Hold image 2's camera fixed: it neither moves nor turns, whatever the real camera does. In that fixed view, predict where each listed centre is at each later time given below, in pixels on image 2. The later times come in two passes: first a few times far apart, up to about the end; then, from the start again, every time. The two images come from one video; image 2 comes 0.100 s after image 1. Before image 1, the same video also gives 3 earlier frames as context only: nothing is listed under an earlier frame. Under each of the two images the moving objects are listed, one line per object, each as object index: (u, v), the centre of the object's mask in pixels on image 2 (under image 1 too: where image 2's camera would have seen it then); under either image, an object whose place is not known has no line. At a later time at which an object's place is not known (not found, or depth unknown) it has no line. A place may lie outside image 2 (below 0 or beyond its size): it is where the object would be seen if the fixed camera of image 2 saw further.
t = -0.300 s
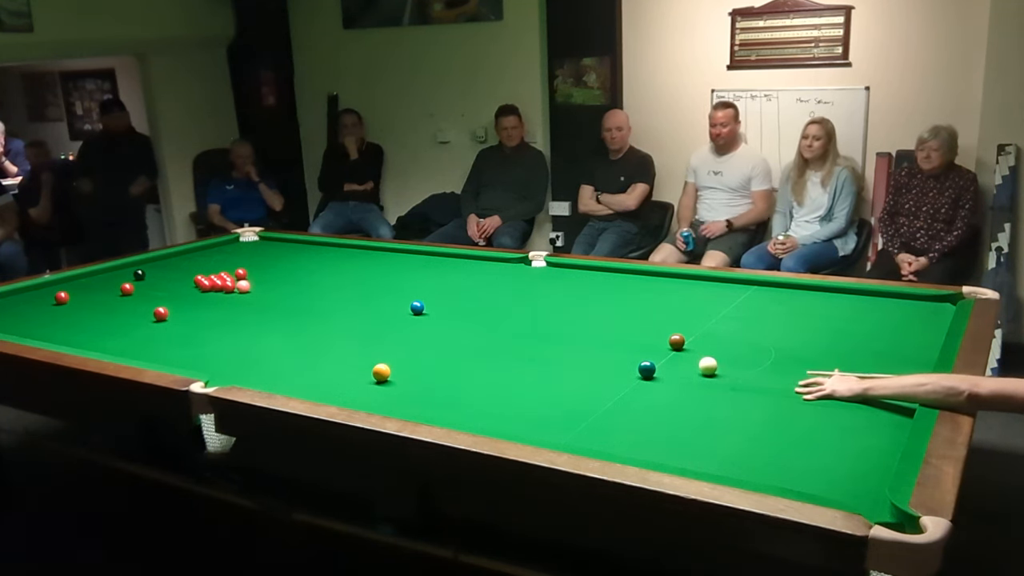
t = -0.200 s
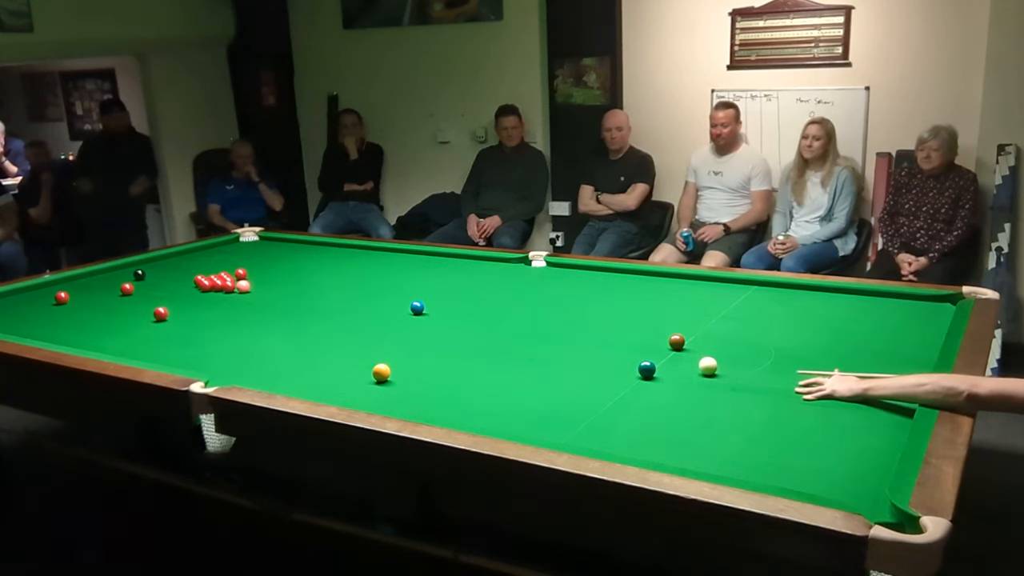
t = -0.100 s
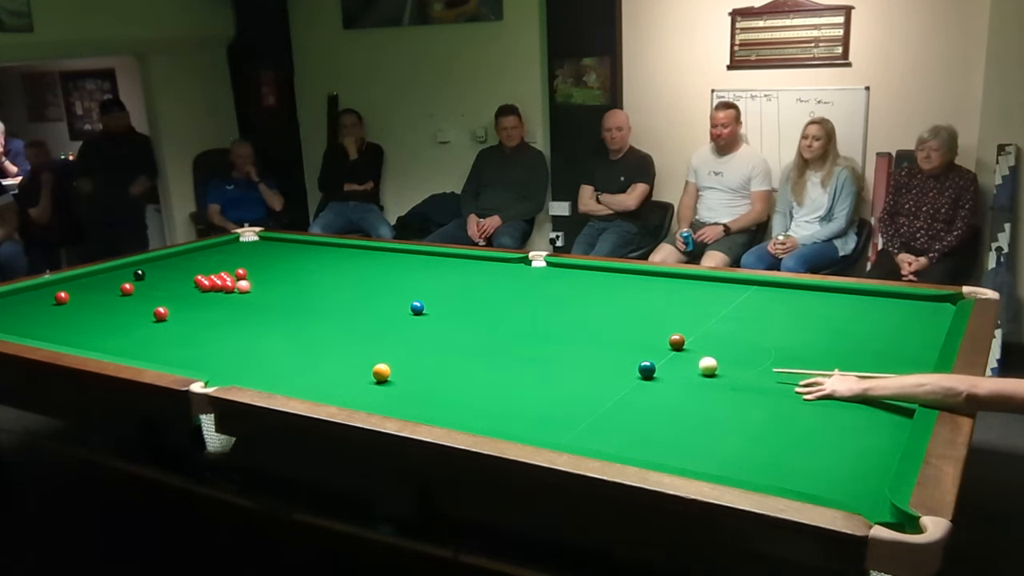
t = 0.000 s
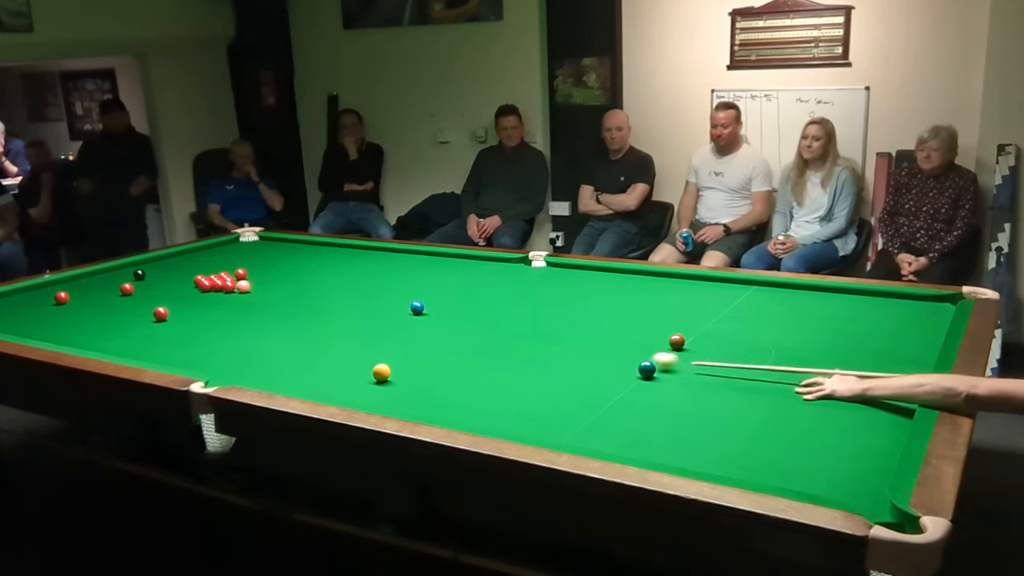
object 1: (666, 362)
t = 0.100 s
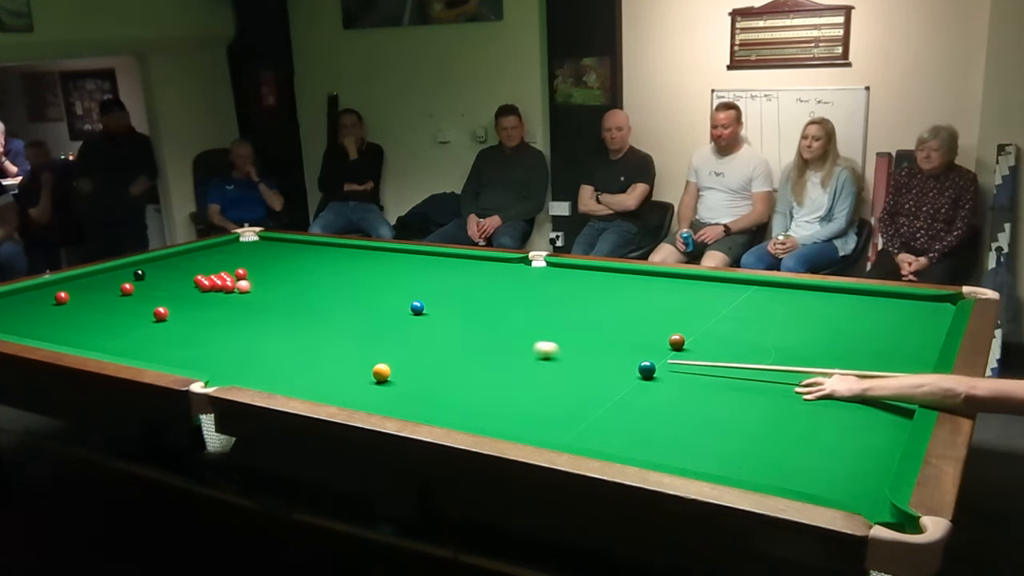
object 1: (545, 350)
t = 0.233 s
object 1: (412, 336)
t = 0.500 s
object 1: (206, 317)
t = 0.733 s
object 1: (181, 304)
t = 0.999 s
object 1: (168, 291)
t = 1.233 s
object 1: (149, 281)
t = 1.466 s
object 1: (136, 276)
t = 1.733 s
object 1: (125, 275)
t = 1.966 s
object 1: (116, 273)
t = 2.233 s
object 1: (107, 272)
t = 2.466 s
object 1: (100, 271)
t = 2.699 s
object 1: (101, 271)
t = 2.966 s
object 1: (105, 271)
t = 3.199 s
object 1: (108, 271)
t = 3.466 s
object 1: (110, 272)
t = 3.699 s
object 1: (111, 271)
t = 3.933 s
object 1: (111, 272)
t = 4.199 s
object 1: (111, 271)
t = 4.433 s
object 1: (111, 272)
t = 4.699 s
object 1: (111, 272)
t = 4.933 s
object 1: (111, 271)
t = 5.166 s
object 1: (111, 272)
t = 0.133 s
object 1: (510, 346)
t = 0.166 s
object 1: (475, 343)
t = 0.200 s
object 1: (443, 340)
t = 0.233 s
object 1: (412, 336)
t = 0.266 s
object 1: (382, 334)
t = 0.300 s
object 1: (353, 331)
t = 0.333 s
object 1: (326, 328)
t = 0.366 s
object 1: (300, 326)
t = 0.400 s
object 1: (275, 323)
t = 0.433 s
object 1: (251, 321)
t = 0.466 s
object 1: (228, 319)
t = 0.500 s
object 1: (206, 317)
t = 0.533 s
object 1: (185, 314)
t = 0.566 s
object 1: (175, 312)
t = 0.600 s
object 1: (177, 311)
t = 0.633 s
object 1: (179, 309)
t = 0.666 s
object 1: (181, 307)
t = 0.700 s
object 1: (181, 306)
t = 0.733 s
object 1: (181, 304)
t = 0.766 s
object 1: (181, 302)
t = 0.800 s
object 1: (181, 300)
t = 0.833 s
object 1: (180, 299)
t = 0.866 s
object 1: (178, 297)
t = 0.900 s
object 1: (176, 296)
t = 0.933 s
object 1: (174, 294)
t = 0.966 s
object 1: (171, 292)
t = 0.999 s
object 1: (168, 291)
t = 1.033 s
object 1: (165, 289)
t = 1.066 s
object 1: (162, 288)
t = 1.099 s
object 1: (159, 286)
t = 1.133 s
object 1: (157, 285)
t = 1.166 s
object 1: (154, 284)
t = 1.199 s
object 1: (152, 282)
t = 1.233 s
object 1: (149, 281)
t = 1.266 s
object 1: (147, 280)
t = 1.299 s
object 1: (144, 278)
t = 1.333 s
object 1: (142, 277)
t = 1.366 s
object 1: (140, 276)
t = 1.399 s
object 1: (139, 276)
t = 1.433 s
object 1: (137, 276)
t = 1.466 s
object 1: (136, 276)
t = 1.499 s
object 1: (135, 276)
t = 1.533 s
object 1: (133, 276)
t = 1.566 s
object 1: (132, 276)
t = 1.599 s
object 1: (130, 275)
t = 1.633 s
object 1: (129, 275)
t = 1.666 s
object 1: (128, 275)
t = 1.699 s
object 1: (126, 275)
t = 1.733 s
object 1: (125, 275)
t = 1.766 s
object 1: (123, 274)
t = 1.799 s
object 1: (122, 274)
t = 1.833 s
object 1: (120, 274)
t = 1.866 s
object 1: (119, 274)
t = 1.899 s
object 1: (118, 273)
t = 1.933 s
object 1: (117, 273)
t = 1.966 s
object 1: (116, 273)
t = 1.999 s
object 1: (114, 273)
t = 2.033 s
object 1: (113, 273)
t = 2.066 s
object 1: (112, 273)
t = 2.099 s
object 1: (111, 273)
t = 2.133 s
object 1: (110, 272)
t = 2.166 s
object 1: (109, 272)
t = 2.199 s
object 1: (108, 272)
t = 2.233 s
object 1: (107, 272)
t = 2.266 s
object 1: (106, 272)
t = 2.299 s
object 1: (105, 272)
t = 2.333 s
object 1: (104, 272)
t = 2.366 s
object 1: (102, 272)
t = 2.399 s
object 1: (101, 271)
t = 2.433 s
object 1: (100, 271)
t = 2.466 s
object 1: (100, 271)
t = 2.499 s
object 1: (98, 271)
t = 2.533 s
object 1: (98, 271)
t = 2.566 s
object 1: (98, 271)
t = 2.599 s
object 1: (99, 271)
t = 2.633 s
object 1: (100, 271)
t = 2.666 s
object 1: (100, 271)
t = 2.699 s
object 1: (101, 271)
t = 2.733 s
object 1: (102, 271)
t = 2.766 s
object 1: (102, 271)
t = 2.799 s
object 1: (103, 271)
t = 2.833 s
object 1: (104, 271)
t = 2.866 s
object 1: (104, 271)
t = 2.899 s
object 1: (105, 271)
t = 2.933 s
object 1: (105, 271)
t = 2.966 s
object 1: (105, 271)
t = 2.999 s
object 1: (106, 271)
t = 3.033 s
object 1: (106, 271)
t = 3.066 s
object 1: (107, 271)
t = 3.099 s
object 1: (107, 271)
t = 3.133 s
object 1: (108, 271)
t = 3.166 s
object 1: (108, 271)
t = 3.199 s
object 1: (108, 271)
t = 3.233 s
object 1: (109, 271)
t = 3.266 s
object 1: (109, 271)
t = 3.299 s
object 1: (109, 271)
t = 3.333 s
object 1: (109, 271)
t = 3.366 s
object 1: (110, 272)
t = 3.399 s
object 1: (110, 271)
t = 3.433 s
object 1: (110, 272)
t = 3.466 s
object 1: (110, 272)
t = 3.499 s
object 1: (110, 271)
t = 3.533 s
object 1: (111, 271)
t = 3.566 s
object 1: (111, 272)
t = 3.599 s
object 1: (111, 271)
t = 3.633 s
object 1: (111, 271)
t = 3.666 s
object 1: (111, 271)
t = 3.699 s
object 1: (111, 271)
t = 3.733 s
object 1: (111, 271)
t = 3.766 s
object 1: (111, 271)
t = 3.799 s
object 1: (111, 271)
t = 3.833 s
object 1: (111, 271)
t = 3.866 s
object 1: (111, 272)
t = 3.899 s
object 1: (111, 272)
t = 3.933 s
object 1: (111, 272)
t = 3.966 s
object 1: (111, 271)
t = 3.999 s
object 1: (111, 271)
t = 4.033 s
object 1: (111, 271)
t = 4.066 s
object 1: (111, 271)
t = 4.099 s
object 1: (111, 271)
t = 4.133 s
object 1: (111, 271)
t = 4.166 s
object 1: (111, 271)
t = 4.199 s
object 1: (111, 271)
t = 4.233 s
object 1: (111, 271)
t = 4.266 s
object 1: (111, 271)
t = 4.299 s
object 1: (111, 271)
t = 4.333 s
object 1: (111, 271)
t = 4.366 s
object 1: (111, 272)
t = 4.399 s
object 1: (111, 271)
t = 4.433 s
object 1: (111, 272)
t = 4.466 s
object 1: (111, 271)
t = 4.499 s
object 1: (111, 272)
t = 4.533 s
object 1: (111, 272)
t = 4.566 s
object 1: (111, 272)
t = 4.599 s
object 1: (111, 272)
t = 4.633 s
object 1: (111, 272)
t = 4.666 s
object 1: (111, 272)
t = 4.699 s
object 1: (111, 272)
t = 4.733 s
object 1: (111, 272)
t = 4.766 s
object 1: (111, 272)
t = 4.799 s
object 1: (111, 272)
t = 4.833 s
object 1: (111, 272)
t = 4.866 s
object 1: (111, 272)
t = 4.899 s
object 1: (111, 272)
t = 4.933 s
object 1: (111, 271)
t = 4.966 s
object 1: (111, 272)
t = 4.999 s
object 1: (111, 271)
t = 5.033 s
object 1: (111, 272)
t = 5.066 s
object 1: (111, 272)
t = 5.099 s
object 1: (111, 272)
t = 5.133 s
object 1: (111, 272)
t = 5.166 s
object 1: (111, 272)
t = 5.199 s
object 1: (111, 272)
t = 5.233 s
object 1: (111, 272)
